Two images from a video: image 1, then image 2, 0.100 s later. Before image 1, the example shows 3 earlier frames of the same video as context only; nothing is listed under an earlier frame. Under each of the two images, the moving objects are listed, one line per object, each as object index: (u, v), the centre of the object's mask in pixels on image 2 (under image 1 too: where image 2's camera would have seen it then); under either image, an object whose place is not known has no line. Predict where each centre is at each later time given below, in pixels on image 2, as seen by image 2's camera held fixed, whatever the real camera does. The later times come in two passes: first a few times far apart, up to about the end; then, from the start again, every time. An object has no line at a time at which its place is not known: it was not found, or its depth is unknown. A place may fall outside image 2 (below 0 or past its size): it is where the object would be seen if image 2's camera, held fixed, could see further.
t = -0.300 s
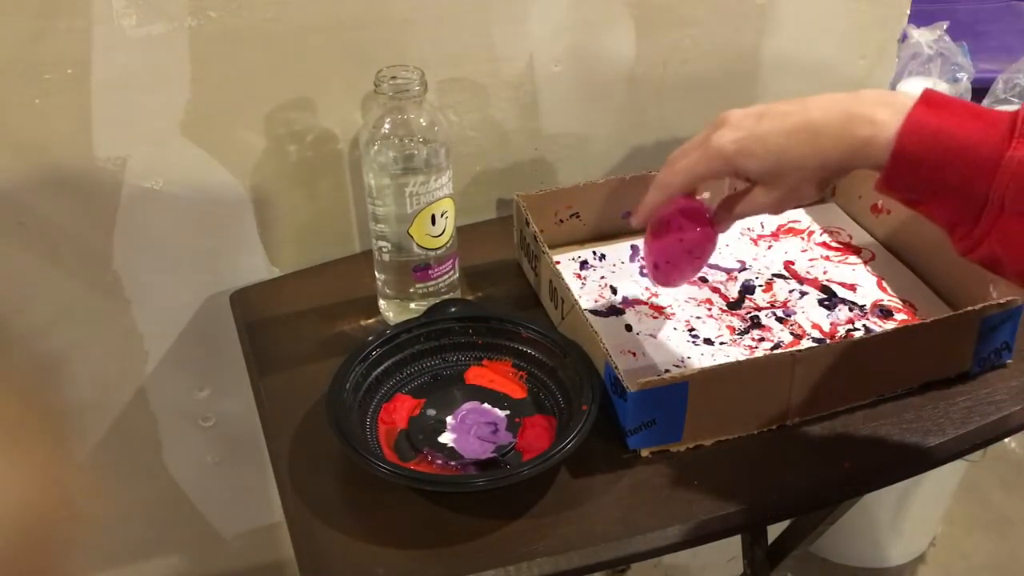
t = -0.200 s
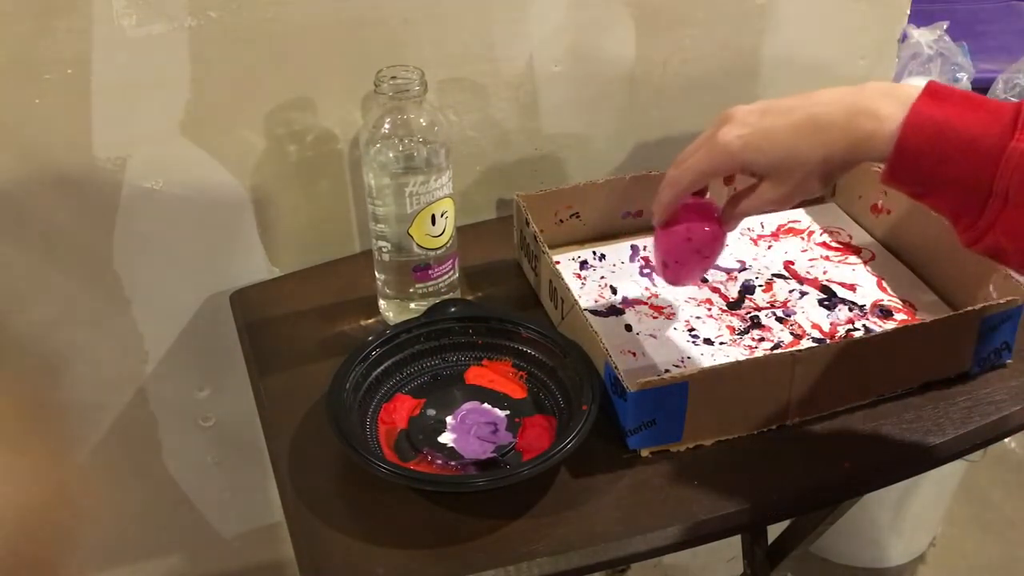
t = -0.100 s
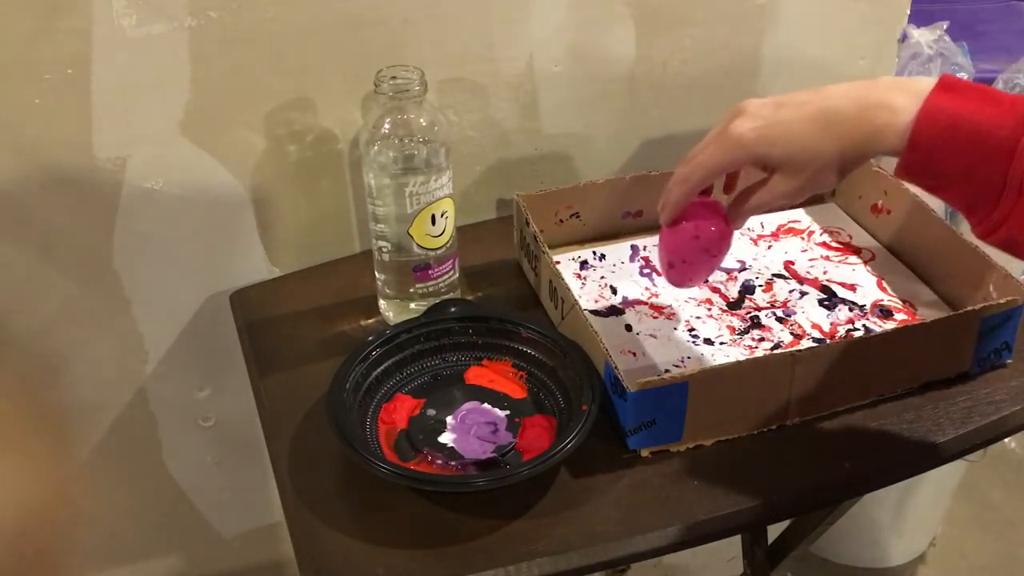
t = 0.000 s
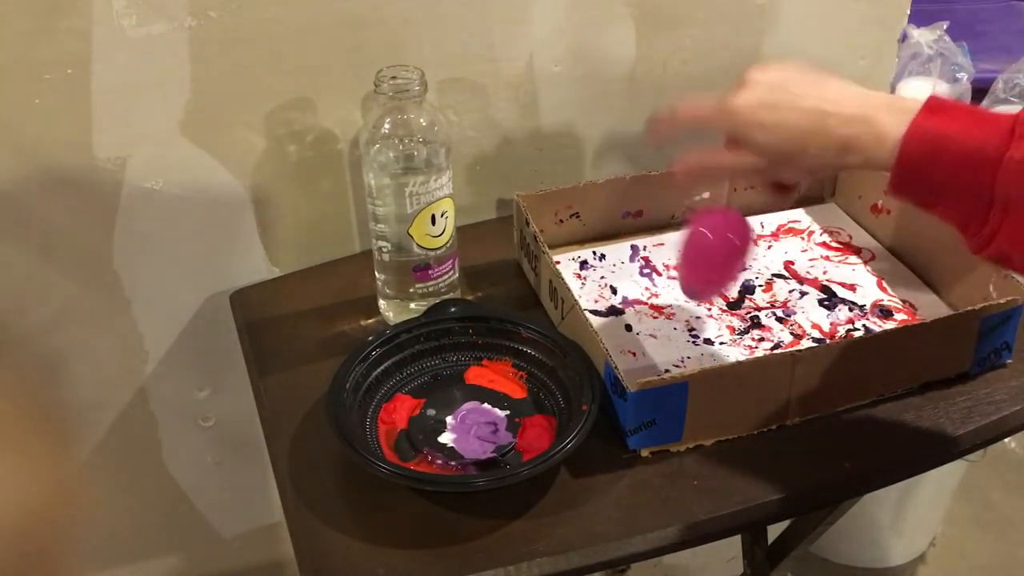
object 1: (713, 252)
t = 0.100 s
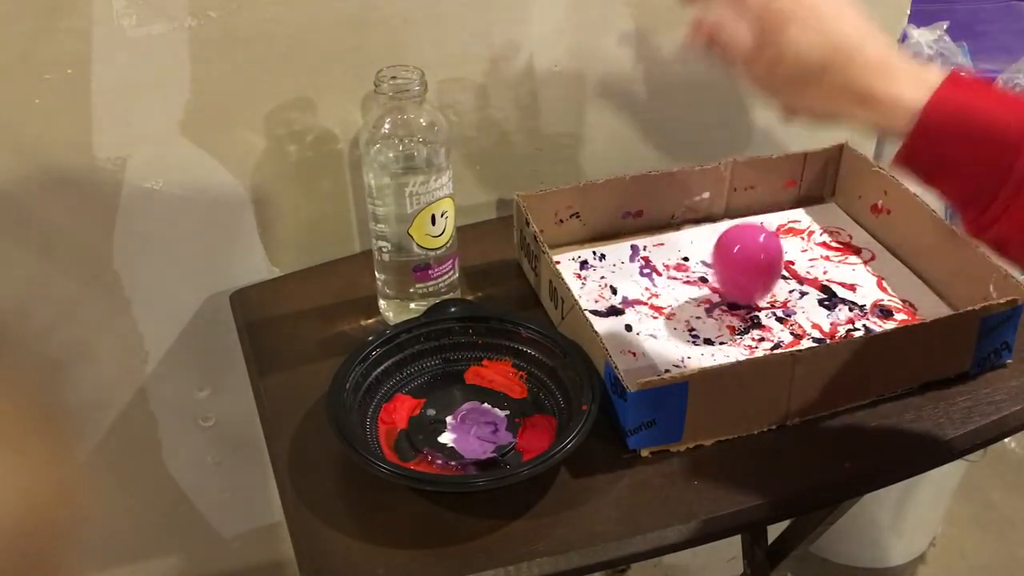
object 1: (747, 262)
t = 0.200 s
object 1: (777, 256)
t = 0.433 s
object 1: (818, 260)
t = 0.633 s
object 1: (832, 290)
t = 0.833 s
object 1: (847, 309)
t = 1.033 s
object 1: (832, 308)
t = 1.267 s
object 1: (807, 303)
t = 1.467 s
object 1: (789, 298)
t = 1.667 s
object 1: (772, 303)
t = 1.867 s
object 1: (760, 308)
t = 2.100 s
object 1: (755, 310)
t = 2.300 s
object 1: (756, 310)
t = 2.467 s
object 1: (756, 310)
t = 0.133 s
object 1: (756, 260)
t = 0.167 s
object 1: (766, 259)
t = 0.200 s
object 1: (777, 256)
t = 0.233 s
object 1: (785, 256)
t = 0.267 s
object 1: (791, 255)
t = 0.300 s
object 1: (799, 255)
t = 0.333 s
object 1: (804, 255)
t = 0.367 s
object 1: (809, 256)
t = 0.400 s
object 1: (814, 258)
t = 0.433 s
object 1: (818, 260)
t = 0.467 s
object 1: (823, 262)
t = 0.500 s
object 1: (825, 265)
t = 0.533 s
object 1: (828, 269)
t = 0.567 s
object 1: (829, 275)
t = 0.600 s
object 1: (830, 282)
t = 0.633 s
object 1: (832, 290)
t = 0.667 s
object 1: (836, 294)
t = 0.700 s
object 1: (840, 298)
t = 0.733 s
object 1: (843, 301)
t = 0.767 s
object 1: (845, 304)
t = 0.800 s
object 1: (848, 307)
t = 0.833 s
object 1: (847, 309)
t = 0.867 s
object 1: (846, 310)
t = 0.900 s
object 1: (847, 311)
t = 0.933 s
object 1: (844, 311)
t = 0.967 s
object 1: (841, 310)
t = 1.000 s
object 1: (837, 309)
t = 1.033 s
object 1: (832, 308)
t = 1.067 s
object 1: (829, 307)
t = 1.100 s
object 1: (826, 307)
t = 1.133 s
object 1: (823, 307)
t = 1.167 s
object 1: (818, 306)
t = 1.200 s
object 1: (815, 304)
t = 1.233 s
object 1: (811, 304)
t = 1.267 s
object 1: (807, 303)
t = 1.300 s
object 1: (804, 302)
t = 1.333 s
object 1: (801, 302)
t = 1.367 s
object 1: (798, 301)
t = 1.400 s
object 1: (795, 299)
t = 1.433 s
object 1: (792, 298)
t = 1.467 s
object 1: (789, 298)
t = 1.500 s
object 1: (785, 298)
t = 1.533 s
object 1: (780, 299)
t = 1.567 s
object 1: (778, 300)
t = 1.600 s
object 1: (775, 302)
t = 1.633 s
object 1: (773, 302)
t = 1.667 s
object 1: (772, 303)
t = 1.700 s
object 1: (770, 304)
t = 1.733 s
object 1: (768, 305)
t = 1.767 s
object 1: (765, 306)
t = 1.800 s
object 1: (764, 306)
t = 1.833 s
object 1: (762, 307)
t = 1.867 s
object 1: (760, 308)
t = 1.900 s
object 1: (758, 308)
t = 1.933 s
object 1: (758, 309)
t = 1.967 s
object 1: (757, 309)
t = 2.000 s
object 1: (756, 310)
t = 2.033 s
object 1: (754, 309)
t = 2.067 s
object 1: (754, 309)
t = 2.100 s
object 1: (755, 310)
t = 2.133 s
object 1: (755, 310)
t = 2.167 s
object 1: (755, 310)
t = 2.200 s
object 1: (755, 310)
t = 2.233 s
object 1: (756, 310)
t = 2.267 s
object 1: (756, 310)
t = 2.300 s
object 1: (756, 310)
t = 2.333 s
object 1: (755, 310)
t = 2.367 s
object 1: (756, 310)
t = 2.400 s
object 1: (756, 311)
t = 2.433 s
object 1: (756, 310)
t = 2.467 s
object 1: (756, 310)
